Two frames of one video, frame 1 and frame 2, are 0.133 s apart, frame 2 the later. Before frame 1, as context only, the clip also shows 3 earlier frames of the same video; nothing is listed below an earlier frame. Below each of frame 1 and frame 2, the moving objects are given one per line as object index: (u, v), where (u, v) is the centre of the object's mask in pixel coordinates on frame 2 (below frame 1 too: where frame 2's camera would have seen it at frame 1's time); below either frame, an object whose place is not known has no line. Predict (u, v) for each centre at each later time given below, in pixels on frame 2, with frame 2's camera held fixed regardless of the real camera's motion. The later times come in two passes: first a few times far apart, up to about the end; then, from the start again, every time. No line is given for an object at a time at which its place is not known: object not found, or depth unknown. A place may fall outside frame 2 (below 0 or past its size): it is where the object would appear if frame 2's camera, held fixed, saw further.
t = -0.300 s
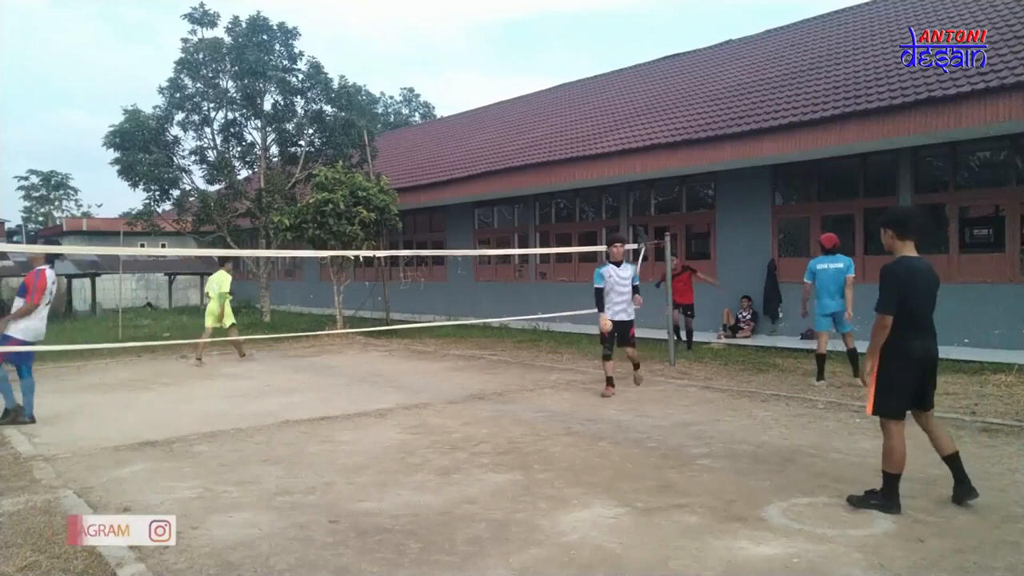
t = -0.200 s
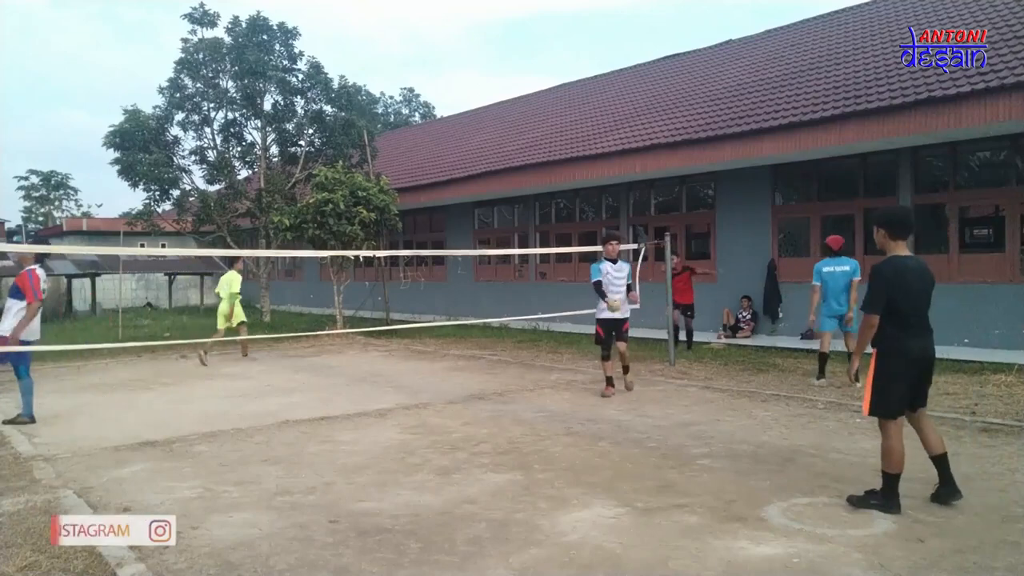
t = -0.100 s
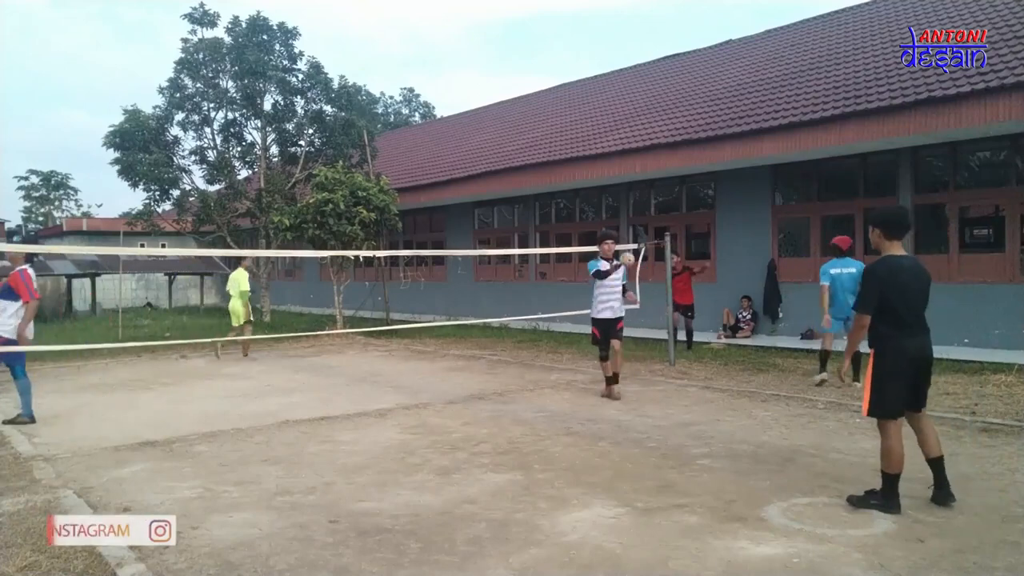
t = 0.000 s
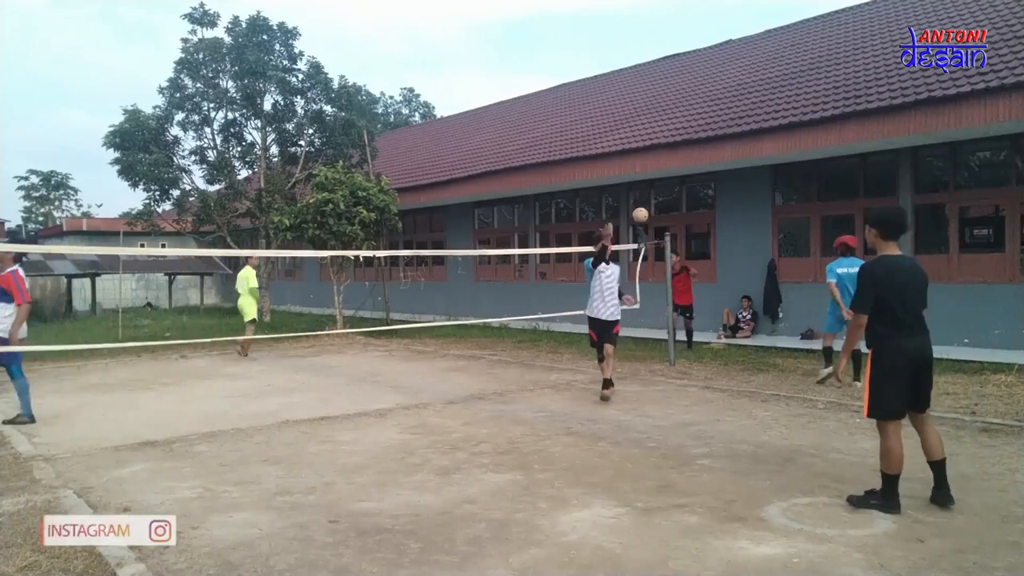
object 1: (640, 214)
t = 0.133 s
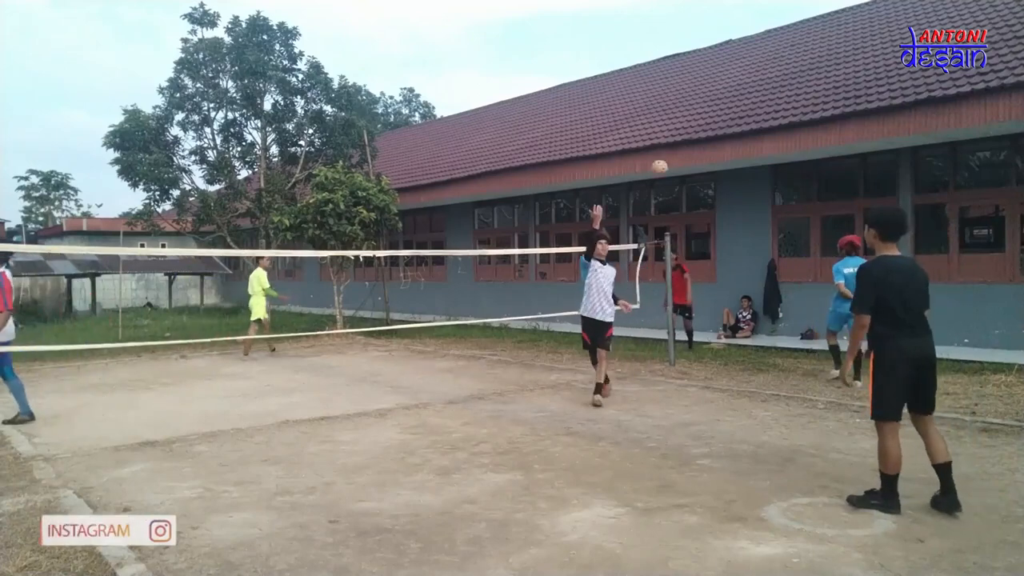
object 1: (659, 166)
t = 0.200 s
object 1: (670, 148)
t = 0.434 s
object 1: (712, 127)
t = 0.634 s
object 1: (756, 171)
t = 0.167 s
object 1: (664, 156)
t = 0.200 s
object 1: (670, 148)
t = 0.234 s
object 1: (675, 142)
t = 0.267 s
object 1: (681, 137)
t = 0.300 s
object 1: (686, 130)
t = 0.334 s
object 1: (692, 128)
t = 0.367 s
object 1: (699, 127)
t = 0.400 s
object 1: (705, 126)
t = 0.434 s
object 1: (712, 127)
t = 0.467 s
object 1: (718, 131)
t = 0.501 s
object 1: (725, 135)
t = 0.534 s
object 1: (733, 140)
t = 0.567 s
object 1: (740, 148)
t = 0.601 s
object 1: (748, 158)
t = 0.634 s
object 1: (756, 171)
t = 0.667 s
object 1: (764, 185)
